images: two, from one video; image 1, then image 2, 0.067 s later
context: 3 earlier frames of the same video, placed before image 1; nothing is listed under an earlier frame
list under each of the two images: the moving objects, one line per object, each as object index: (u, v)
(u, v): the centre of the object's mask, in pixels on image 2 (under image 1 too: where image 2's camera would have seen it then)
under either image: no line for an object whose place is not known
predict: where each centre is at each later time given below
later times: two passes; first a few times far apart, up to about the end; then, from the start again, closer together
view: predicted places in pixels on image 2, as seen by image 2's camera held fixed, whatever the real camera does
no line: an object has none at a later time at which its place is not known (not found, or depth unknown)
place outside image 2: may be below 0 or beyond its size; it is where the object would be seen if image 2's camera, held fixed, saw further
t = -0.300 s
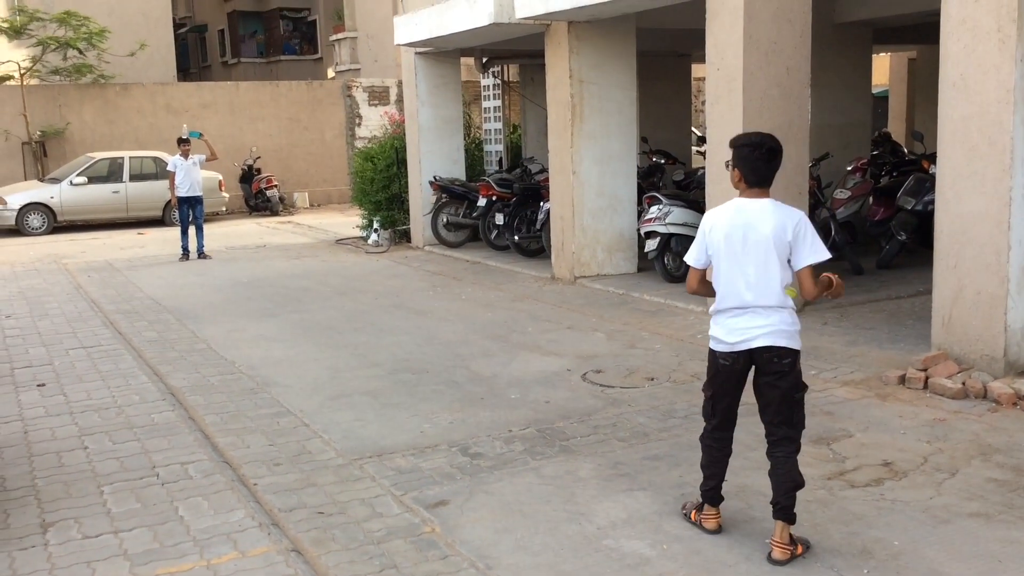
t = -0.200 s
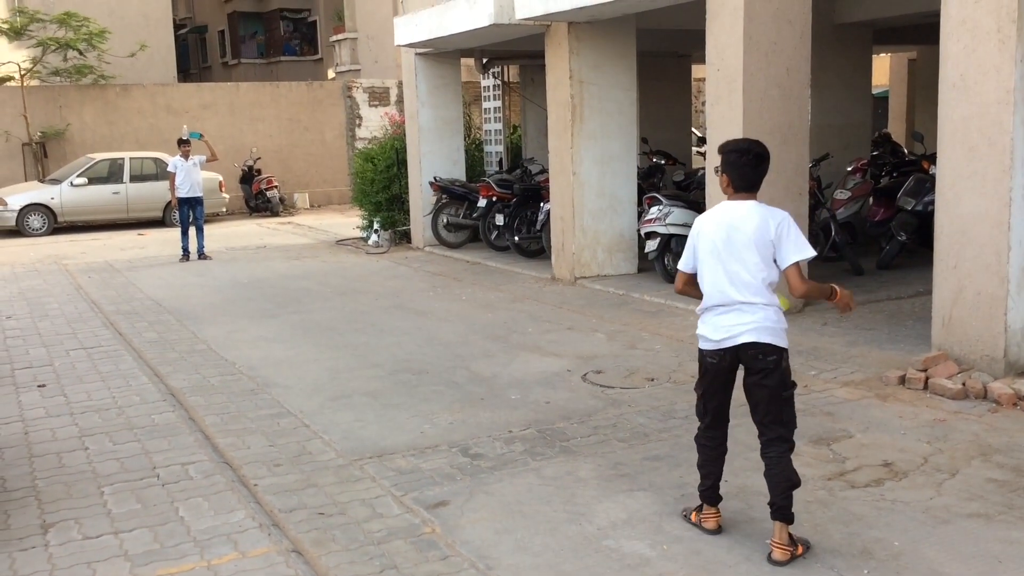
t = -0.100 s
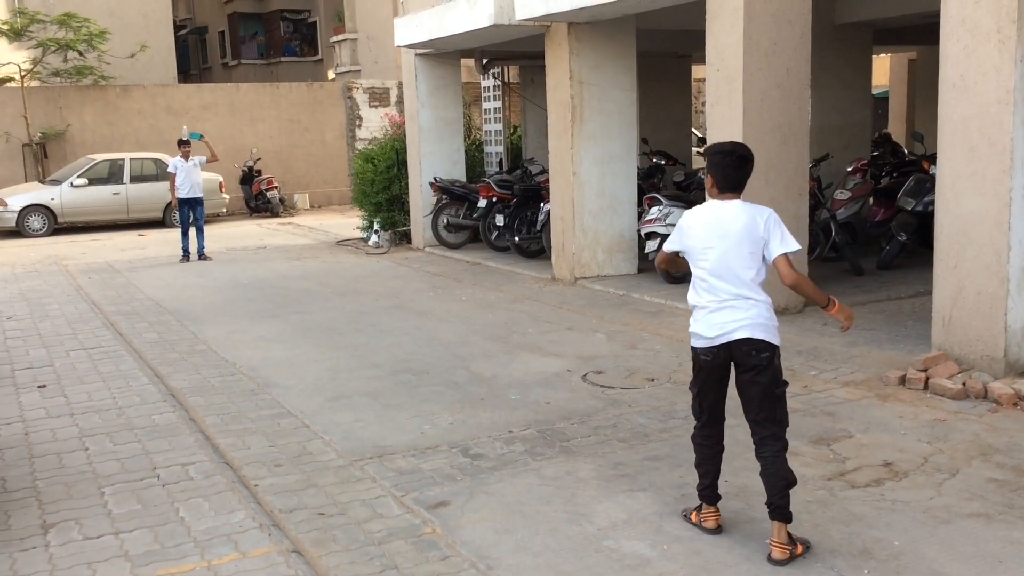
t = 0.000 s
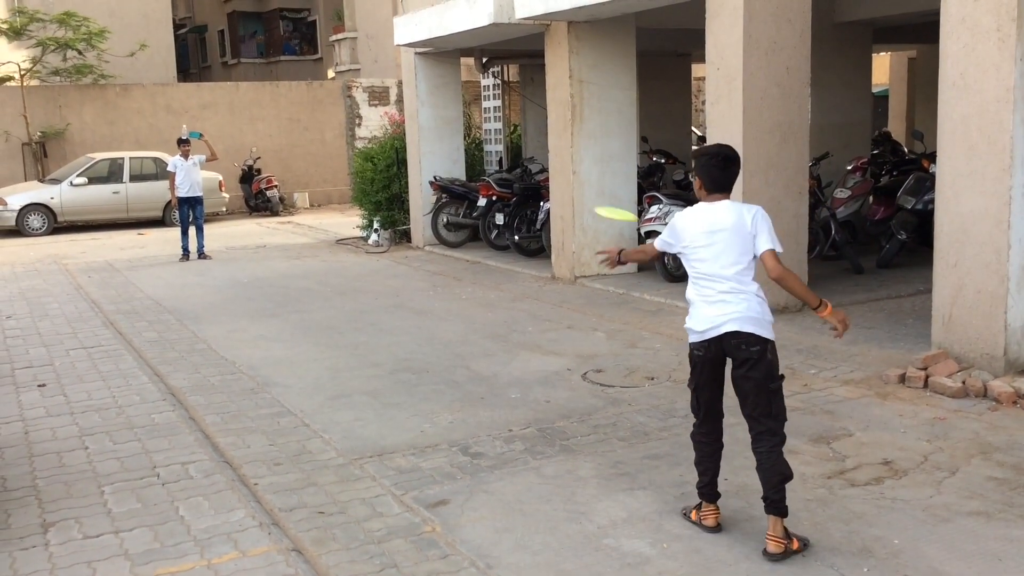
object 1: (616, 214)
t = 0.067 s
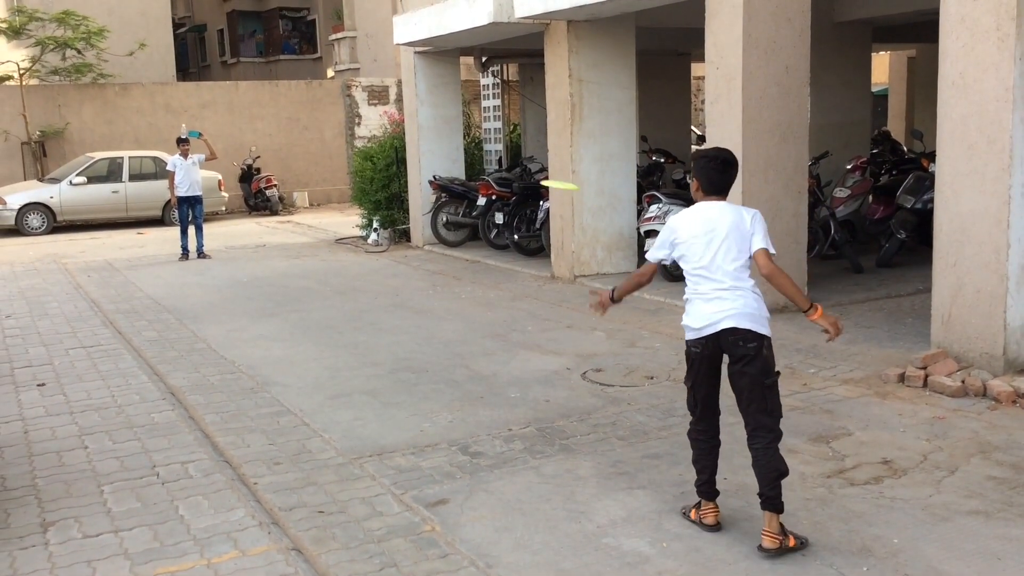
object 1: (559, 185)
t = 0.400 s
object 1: (396, 129)
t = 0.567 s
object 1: (350, 115)
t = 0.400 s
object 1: (396, 129)
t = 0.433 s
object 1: (386, 125)
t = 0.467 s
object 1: (376, 122)
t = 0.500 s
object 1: (368, 119)
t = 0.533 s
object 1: (358, 117)
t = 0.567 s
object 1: (350, 115)
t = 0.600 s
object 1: (343, 112)
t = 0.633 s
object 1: (335, 111)
